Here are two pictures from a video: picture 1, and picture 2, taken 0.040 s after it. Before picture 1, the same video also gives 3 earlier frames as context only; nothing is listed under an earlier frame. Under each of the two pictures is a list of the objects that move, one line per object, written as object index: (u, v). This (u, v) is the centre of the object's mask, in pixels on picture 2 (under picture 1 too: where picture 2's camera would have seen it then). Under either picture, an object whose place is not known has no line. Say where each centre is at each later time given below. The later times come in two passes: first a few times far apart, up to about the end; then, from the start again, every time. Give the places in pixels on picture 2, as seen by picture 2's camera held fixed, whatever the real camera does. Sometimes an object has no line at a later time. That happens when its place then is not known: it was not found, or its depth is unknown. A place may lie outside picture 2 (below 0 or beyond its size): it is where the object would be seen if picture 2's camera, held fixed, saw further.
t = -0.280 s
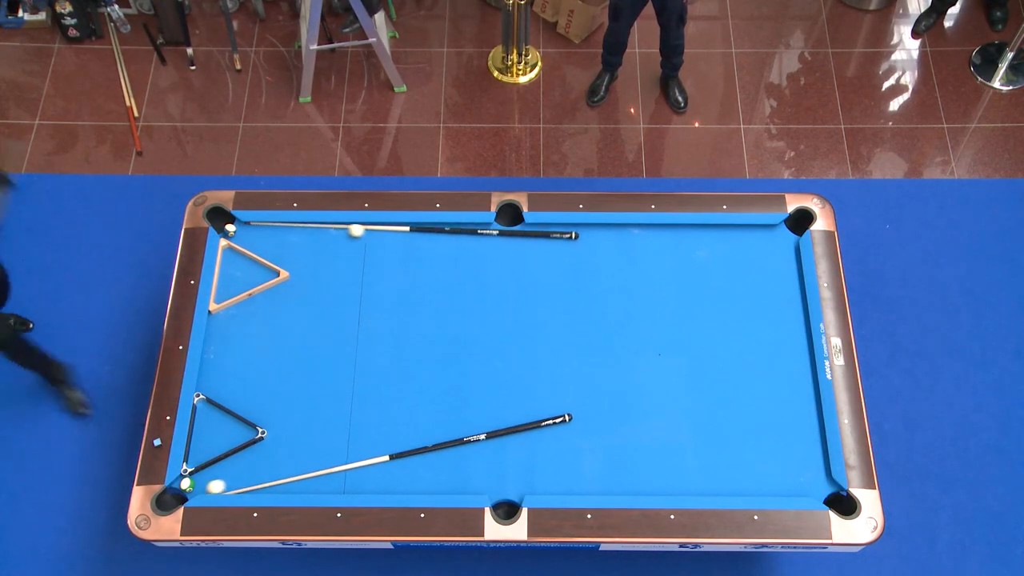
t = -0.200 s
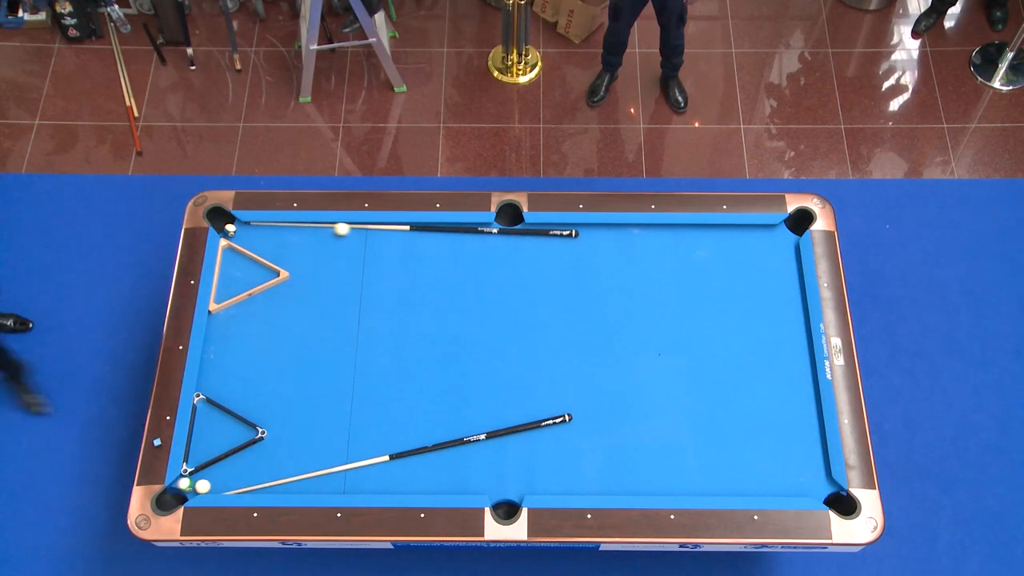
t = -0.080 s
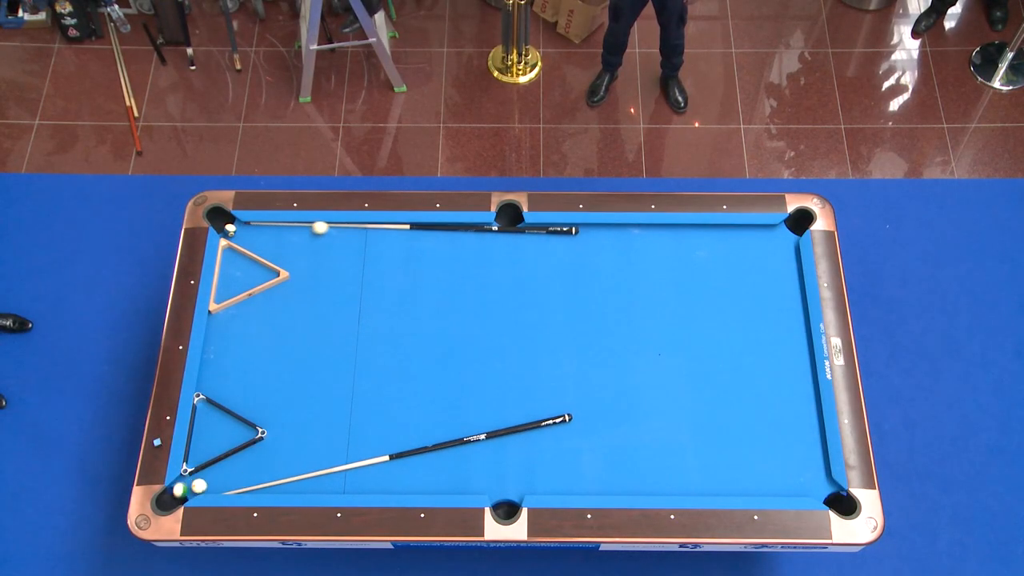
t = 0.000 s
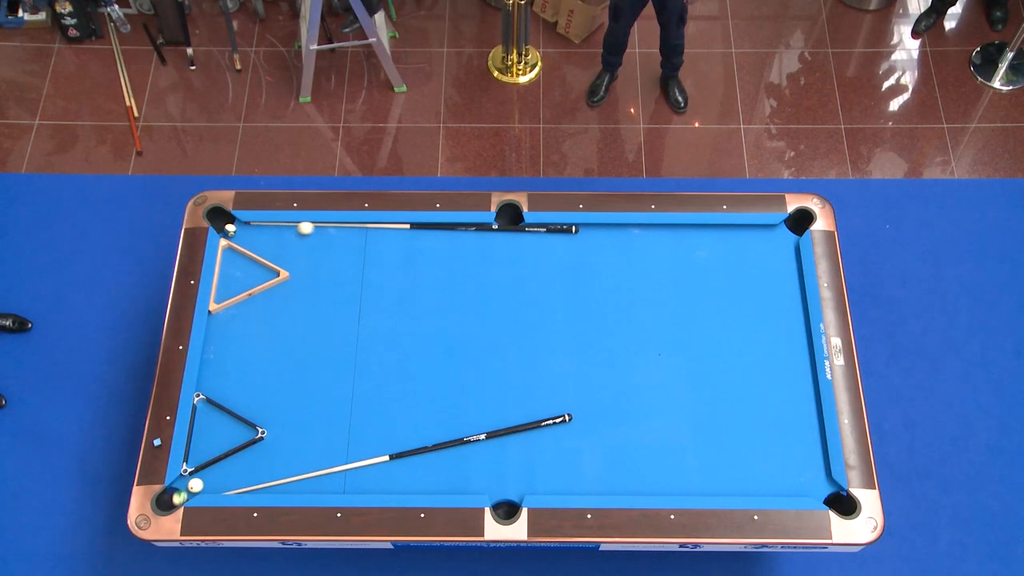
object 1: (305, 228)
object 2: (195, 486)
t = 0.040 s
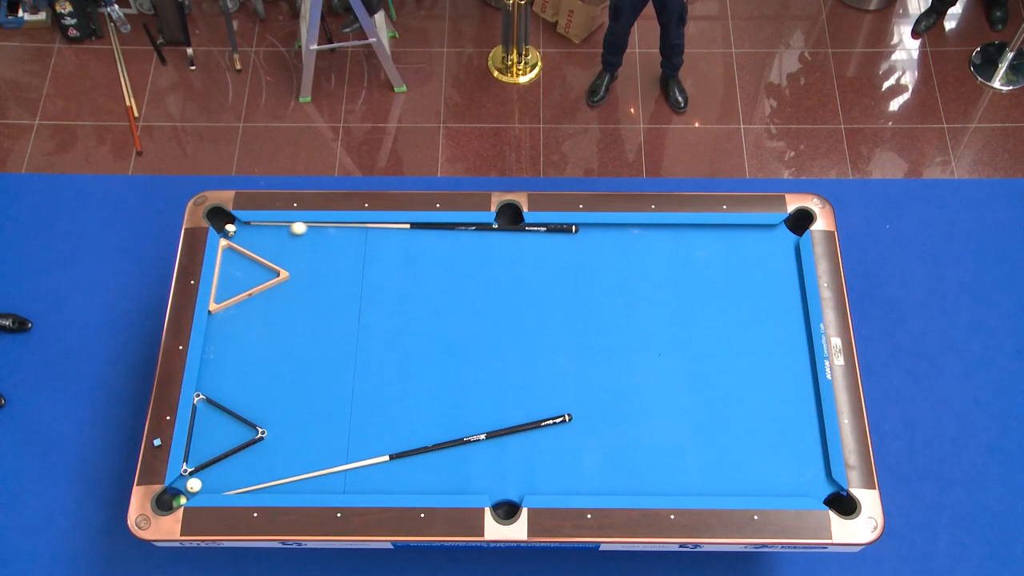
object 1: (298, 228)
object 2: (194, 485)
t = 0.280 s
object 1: (256, 229)
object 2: (184, 484)
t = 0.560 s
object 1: (236, 230)
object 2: (181, 485)
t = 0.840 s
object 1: (224, 230)
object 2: (180, 488)
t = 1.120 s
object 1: (222, 226)
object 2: (177, 501)
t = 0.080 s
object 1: (291, 229)
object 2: (192, 485)
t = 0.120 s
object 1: (284, 229)
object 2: (190, 485)
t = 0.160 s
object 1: (277, 229)
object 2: (189, 485)
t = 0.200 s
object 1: (270, 229)
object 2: (187, 484)
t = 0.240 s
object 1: (263, 229)
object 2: (186, 484)
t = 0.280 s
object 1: (256, 229)
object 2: (184, 484)
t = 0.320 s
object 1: (249, 229)
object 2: (183, 483)
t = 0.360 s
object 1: (243, 230)
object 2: (181, 483)
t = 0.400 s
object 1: (242, 230)
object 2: (181, 483)
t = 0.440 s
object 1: (241, 230)
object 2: (181, 484)
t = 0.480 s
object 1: (239, 230)
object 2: (181, 484)
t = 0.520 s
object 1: (237, 230)
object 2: (181, 485)
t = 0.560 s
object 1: (236, 230)
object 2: (181, 485)
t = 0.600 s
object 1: (234, 230)
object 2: (181, 486)
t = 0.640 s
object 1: (232, 230)
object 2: (181, 486)
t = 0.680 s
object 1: (230, 230)
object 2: (180, 486)
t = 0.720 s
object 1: (228, 230)
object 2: (180, 487)
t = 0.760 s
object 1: (227, 230)
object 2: (180, 487)
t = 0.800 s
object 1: (225, 230)
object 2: (180, 487)
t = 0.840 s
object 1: (224, 230)
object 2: (180, 488)
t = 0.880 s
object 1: (222, 230)
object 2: (180, 488)
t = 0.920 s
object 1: (222, 229)
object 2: (180, 489)
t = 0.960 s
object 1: (222, 229)
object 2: (180, 490)
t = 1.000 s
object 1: (222, 228)
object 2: (179, 491)
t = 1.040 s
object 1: (222, 227)
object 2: (178, 494)
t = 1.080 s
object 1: (222, 226)
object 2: (177, 497)
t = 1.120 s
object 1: (222, 226)
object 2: (177, 501)
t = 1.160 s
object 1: (222, 226)
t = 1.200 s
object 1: (222, 228)
